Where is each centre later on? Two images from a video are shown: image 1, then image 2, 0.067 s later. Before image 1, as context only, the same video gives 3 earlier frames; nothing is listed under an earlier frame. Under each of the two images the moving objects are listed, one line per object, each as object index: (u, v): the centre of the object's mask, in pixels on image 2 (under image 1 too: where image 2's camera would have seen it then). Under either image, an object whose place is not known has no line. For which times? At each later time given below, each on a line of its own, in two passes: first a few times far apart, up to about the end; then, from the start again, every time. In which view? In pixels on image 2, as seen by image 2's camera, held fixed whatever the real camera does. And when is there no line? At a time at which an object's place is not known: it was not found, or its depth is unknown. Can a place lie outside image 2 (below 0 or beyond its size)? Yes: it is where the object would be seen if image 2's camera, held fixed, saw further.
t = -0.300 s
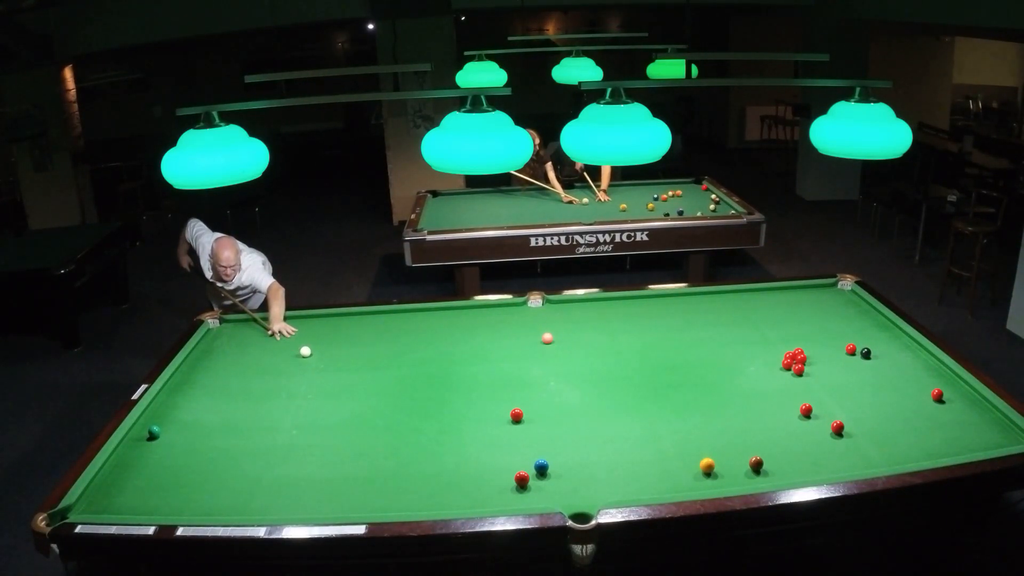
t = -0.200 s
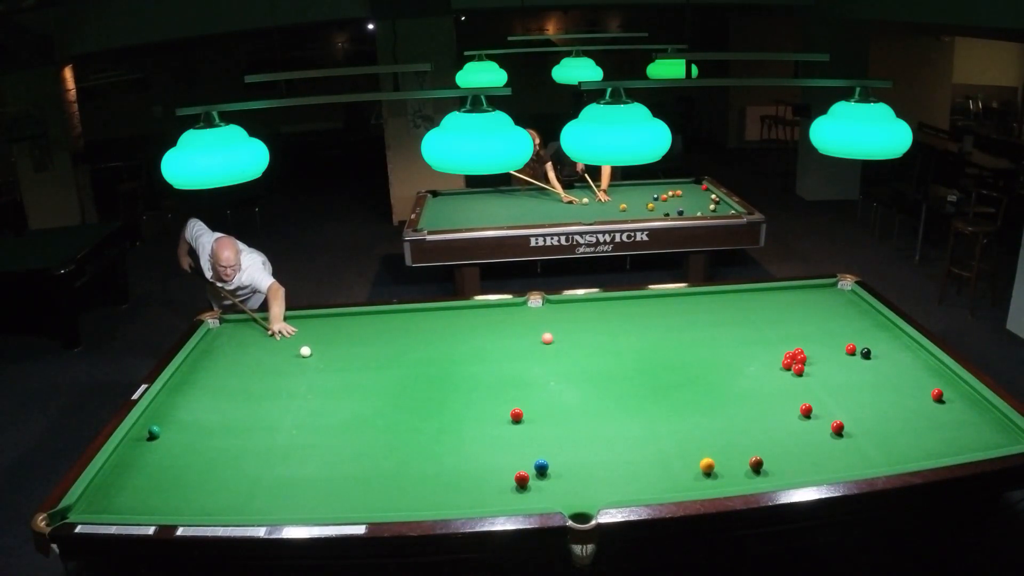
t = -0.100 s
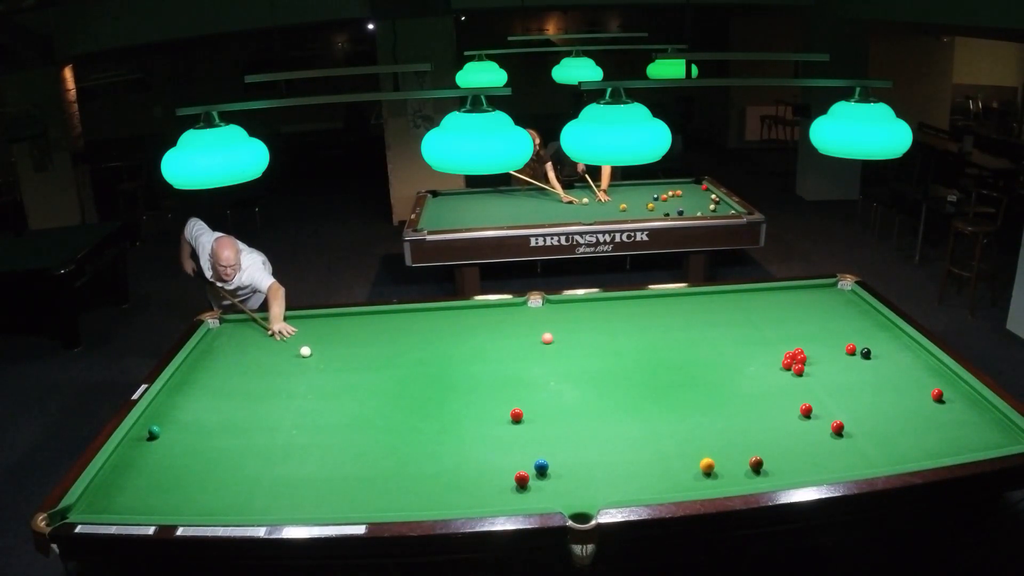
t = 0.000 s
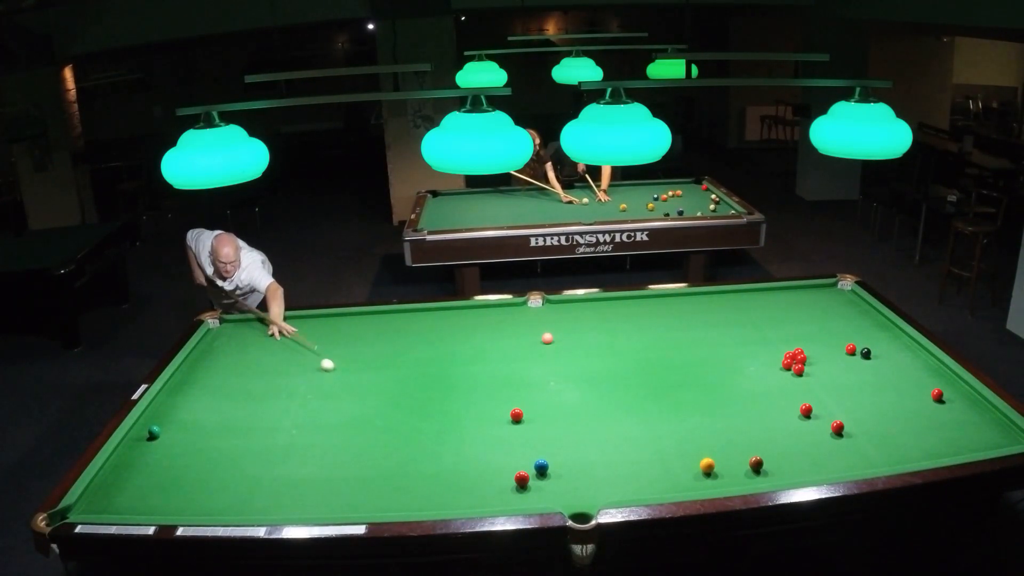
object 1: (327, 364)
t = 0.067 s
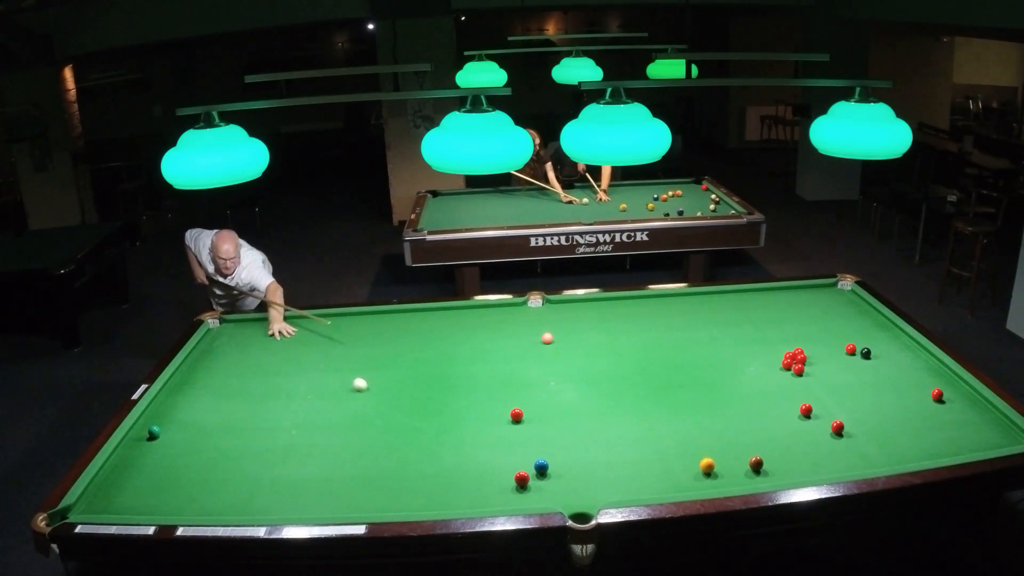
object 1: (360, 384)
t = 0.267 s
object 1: (473, 450)
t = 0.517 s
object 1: (516, 467)
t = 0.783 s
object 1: (520, 460)
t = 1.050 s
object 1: (523, 454)
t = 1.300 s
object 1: (525, 449)
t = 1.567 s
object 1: (527, 445)
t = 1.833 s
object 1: (528, 442)
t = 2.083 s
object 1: (528, 440)
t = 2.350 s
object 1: (528, 439)
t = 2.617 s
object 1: (528, 439)
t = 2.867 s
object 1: (528, 439)
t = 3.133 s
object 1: (528, 439)
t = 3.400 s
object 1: (528, 439)
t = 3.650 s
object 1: (528, 439)
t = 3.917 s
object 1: (528, 439)
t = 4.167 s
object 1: (528, 439)
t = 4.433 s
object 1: (528, 439)
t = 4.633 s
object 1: (528, 439)
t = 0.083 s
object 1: (368, 389)
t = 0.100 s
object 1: (377, 395)
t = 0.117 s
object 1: (386, 400)
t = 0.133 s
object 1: (395, 405)
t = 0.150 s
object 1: (404, 411)
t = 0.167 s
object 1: (413, 416)
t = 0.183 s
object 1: (423, 422)
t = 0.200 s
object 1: (432, 428)
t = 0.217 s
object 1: (442, 433)
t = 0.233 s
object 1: (452, 439)
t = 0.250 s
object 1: (462, 445)
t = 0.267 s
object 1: (473, 450)
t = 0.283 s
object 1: (483, 456)
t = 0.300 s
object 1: (493, 462)
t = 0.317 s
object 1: (504, 468)
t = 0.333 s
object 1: (512, 472)
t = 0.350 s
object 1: (513, 472)
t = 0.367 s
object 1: (514, 472)
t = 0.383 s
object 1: (514, 471)
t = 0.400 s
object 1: (515, 471)
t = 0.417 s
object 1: (515, 470)
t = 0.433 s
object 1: (515, 469)
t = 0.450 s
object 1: (515, 469)
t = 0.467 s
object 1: (515, 469)
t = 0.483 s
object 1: (516, 468)
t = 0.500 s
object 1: (516, 468)
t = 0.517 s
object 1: (516, 467)
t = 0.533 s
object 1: (516, 467)
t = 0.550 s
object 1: (517, 466)
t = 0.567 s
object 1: (517, 466)
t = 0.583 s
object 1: (517, 465)
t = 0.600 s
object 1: (517, 465)
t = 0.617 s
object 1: (517, 464)
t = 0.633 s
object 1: (518, 464)
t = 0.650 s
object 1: (518, 463)
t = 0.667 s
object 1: (518, 463)
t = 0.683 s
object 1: (518, 462)
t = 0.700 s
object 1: (518, 462)
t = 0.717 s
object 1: (519, 462)
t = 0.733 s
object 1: (519, 461)
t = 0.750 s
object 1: (519, 461)
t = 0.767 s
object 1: (519, 460)
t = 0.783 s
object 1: (520, 460)
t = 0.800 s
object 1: (520, 459)
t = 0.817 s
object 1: (520, 459)
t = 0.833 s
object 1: (520, 459)
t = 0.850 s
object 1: (520, 458)
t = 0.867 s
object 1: (521, 458)
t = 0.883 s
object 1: (521, 457)
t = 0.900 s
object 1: (521, 457)
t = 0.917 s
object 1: (521, 457)
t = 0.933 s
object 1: (521, 456)
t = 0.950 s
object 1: (521, 456)
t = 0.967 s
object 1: (522, 456)
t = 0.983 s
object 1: (522, 455)
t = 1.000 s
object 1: (522, 455)
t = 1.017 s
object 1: (522, 454)
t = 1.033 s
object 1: (522, 454)
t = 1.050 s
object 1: (523, 454)
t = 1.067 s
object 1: (523, 453)
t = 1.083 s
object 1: (523, 453)
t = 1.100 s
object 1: (523, 453)
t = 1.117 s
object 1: (523, 452)
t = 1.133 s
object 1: (523, 452)
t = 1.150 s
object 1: (523, 452)
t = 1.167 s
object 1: (524, 451)
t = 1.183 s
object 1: (524, 451)
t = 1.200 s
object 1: (524, 451)
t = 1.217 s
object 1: (524, 451)
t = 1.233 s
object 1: (524, 450)
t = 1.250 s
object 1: (524, 450)
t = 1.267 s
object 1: (525, 450)
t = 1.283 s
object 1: (525, 450)
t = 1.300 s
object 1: (525, 449)
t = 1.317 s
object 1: (525, 449)
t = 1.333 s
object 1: (525, 449)
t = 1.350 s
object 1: (525, 449)
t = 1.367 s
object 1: (525, 448)
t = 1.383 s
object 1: (525, 448)
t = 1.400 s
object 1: (526, 448)
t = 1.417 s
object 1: (526, 447)
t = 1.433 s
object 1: (526, 447)
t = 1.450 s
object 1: (526, 447)
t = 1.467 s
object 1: (526, 447)
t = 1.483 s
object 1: (526, 446)
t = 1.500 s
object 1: (526, 446)
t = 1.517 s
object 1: (526, 446)
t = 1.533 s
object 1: (526, 446)
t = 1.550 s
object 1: (526, 446)
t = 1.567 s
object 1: (527, 445)
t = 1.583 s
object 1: (527, 445)
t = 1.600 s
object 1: (527, 445)
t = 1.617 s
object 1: (527, 445)
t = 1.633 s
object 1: (527, 444)
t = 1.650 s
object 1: (527, 444)
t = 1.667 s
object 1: (527, 444)
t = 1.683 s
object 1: (527, 444)
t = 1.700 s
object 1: (527, 443)
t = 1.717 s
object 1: (527, 443)
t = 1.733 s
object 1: (527, 443)
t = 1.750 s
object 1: (528, 443)
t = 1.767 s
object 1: (528, 443)
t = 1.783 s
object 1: (528, 443)
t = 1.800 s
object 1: (528, 443)
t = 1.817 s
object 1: (528, 443)
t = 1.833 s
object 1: (528, 442)
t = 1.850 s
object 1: (528, 442)
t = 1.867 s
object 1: (528, 442)
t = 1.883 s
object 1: (528, 442)
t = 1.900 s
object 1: (528, 442)
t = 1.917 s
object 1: (528, 442)
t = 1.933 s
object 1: (528, 442)
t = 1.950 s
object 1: (528, 442)
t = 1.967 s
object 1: (528, 441)
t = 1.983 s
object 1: (528, 441)
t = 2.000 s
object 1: (528, 441)
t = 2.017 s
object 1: (528, 441)
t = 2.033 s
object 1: (528, 441)
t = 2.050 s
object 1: (528, 441)
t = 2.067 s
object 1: (528, 440)
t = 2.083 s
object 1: (528, 440)
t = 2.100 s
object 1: (528, 440)
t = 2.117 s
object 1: (528, 440)
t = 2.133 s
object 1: (529, 440)
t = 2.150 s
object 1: (529, 440)
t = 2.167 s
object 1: (528, 440)
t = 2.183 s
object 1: (528, 440)
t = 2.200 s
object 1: (529, 440)
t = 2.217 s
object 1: (528, 440)
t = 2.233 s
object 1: (528, 439)
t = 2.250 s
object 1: (528, 439)
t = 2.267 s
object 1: (528, 439)
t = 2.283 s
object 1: (528, 439)
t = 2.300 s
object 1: (528, 439)
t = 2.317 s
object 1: (528, 439)
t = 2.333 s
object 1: (528, 439)
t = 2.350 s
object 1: (528, 439)
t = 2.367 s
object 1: (528, 439)
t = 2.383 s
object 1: (528, 439)
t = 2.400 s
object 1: (528, 439)
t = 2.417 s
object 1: (528, 439)
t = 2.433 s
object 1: (528, 439)
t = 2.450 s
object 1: (528, 439)
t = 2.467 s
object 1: (528, 439)
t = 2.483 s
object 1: (528, 439)
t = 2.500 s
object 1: (528, 439)
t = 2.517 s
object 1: (528, 439)
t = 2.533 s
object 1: (528, 439)
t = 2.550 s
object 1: (528, 439)
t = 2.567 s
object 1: (528, 439)
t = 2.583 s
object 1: (528, 439)
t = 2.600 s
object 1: (528, 439)
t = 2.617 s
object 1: (528, 439)
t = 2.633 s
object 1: (528, 439)
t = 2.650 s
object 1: (528, 439)
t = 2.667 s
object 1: (528, 439)
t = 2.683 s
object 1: (528, 439)
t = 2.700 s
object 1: (528, 439)
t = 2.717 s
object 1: (528, 439)
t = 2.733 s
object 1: (528, 439)
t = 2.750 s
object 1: (528, 439)
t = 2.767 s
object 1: (528, 439)
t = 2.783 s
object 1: (528, 439)
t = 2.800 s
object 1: (528, 439)
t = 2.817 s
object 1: (528, 439)
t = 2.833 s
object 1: (528, 439)
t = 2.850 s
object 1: (528, 439)
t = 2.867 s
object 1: (528, 439)
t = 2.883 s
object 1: (528, 439)
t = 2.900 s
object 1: (528, 439)
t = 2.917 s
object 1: (528, 439)
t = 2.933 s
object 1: (528, 439)
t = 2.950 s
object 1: (528, 439)
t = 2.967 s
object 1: (528, 439)
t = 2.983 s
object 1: (528, 439)
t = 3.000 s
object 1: (528, 439)
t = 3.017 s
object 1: (528, 439)
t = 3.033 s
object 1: (528, 439)
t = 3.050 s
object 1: (528, 439)
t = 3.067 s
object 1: (528, 439)
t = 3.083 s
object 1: (528, 439)
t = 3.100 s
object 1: (528, 439)
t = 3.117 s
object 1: (528, 439)
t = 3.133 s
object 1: (528, 439)
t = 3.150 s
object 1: (528, 439)
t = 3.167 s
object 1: (528, 439)
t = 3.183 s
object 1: (528, 439)
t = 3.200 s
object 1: (528, 439)
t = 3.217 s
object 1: (528, 439)
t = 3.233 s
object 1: (528, 439)
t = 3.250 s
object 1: (528, 439)
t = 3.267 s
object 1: (528, 439)
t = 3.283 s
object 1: (528, 439)
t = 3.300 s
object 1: (528, 439)
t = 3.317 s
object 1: (528, 439)
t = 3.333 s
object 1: (528, 439)
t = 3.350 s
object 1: (528, 439)
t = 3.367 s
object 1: (528, 439)
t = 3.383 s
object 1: (528, 439)
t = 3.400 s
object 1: (528, 439)
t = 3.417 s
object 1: (528, 439)
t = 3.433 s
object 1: (528, 439)
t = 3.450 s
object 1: (528, 439)
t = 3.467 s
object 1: (528, 439)
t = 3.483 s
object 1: (528, 439)
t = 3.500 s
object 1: (528, 439)
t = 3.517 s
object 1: (528, 439)
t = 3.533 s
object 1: (528, 439)
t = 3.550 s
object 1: (528, 439)
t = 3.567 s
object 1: (528, 439)
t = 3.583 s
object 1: (528, 439)
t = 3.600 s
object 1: (528, 439)
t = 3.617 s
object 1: (528, 439)
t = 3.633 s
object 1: (528, 439)
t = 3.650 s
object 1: (528, 439)
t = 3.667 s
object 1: (528, 439)
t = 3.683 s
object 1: (528, 439)
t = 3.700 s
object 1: (528, 439)
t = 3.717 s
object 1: (528, 439)
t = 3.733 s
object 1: (528, 439)
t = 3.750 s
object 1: (528, 439)
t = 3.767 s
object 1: (528, 439)
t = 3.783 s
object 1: (528, 439)
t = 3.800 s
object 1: (528, 439)
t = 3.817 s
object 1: (528, 439)
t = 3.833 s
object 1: (528, 439)
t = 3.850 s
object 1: (528, 439)
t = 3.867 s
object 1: (528, 439)
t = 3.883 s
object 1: (528, 439)
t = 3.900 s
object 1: (528, 439)
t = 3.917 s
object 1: (528, 439)
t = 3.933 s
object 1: (528, 439)
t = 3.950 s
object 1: (528, 439)
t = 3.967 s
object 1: (528, 439)
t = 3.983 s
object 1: (528, 439)
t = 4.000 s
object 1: (528, 439)
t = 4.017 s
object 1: (528, 439)
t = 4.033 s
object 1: (528, 439)
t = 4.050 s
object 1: (528, 439)
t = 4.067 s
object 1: (528, 439)
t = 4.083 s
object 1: (528, 439)
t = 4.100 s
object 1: (528, 439)
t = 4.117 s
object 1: (528, 439)
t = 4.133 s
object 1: (528, 439)
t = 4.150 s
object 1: (528, 439)
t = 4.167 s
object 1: (528, 439)
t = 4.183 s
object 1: (528, 439)
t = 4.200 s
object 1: (528, 439)
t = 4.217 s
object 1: (528, 439)
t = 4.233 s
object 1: (528, 439)
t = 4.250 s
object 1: (528, 439)
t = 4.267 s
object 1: (528, 439)
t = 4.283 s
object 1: (528, 439)
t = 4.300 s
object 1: (528, 439)
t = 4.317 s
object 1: (528, 439)
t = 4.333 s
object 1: (528, 439)
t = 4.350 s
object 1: (528, 439)
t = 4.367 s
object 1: (528, 439)
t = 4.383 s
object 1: (528, 439)
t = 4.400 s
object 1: (528, 439)
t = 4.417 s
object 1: (528, 439)
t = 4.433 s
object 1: (528, 439)
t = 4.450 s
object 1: (528, 439)
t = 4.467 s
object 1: (528, 439)
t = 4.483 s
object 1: (528, 439)
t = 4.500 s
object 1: (528, 439)
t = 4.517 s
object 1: (528, 439)
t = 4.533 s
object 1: (528, 439)
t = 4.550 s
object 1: (528, 439)
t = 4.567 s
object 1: (528, 439)
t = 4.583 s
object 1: (528, 439)
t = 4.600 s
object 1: (528, 439)
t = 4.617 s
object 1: (528, 439)
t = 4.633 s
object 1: (528, 439)
